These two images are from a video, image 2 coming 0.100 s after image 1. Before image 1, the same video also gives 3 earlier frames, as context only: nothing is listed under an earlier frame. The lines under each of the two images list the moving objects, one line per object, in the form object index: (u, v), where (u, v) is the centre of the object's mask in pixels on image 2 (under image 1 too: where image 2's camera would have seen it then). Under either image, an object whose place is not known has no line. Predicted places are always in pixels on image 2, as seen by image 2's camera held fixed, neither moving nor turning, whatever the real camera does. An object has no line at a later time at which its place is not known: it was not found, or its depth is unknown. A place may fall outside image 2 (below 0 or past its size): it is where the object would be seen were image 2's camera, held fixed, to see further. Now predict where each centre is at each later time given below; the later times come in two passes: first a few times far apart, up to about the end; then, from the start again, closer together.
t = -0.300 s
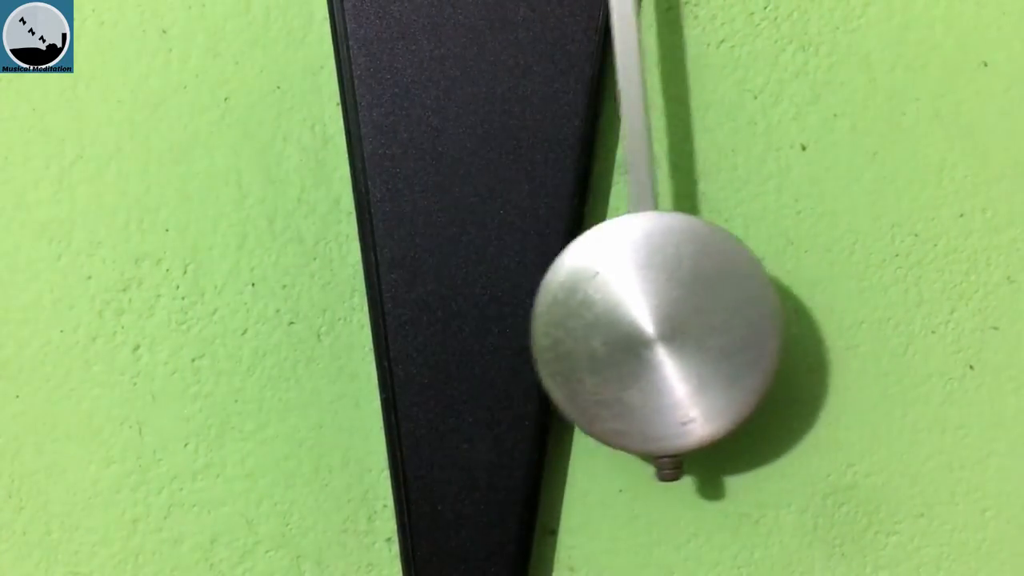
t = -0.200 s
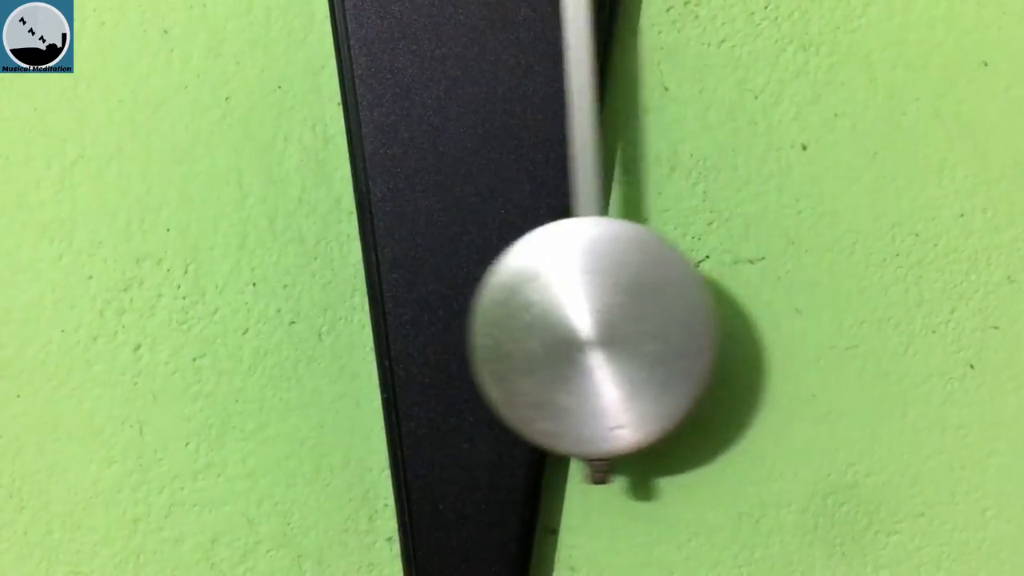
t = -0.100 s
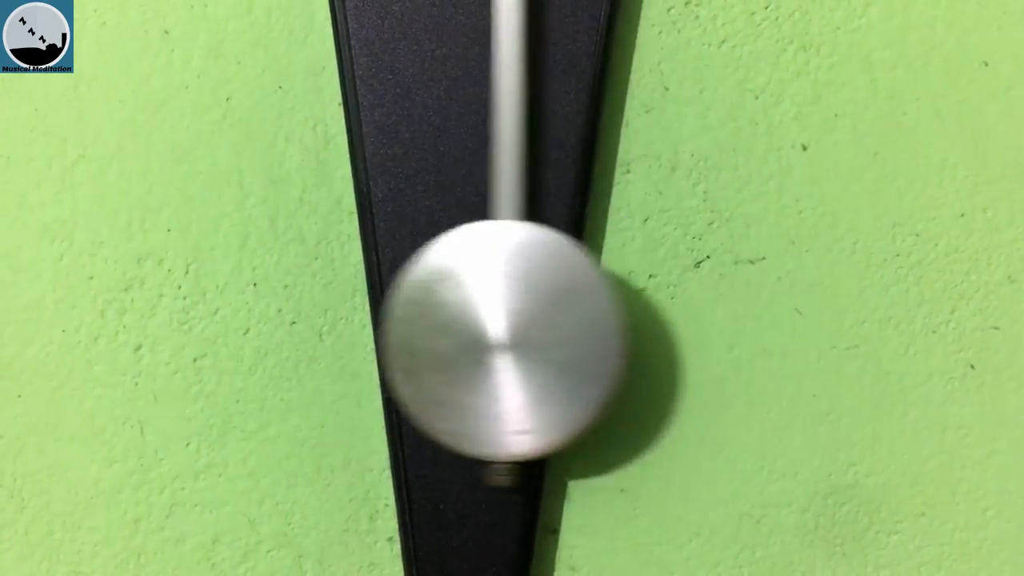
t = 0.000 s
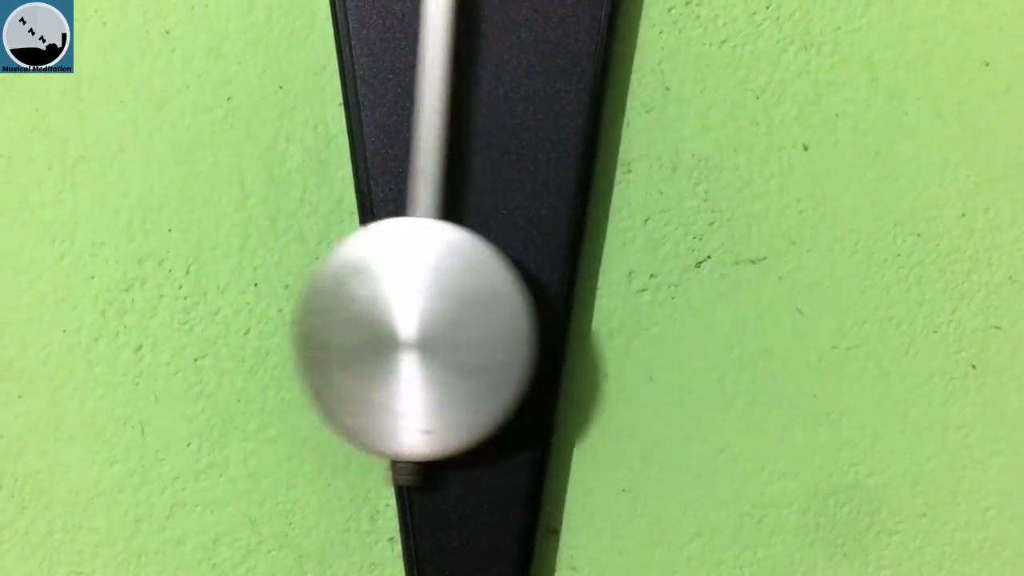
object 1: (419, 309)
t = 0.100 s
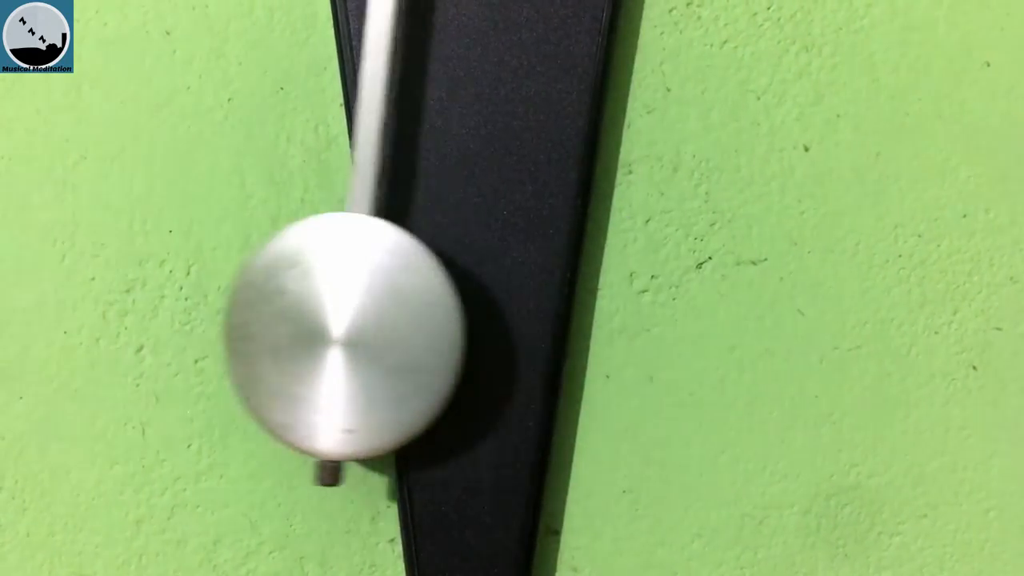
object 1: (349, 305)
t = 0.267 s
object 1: (323, 314)
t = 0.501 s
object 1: (494, 314)
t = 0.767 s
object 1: (665, 310)
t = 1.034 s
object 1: (540, 311)
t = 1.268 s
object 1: (353, 314)
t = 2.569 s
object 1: (324, 315)
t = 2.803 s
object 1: (449, 314)
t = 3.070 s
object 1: (646, 312)
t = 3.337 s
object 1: (580, 312)
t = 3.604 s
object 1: (365, 313)
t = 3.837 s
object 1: (346, 313)
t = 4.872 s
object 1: (333, 310)
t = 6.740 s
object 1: (640, 312)
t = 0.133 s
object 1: (332, 309)
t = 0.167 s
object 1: (320, 312)
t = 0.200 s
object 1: (315, 312)
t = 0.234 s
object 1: (316, 313)
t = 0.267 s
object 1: (323, 314)
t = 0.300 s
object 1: (336, 314)
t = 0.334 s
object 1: (354, 316)
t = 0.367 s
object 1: (377, 315)
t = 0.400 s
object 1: (404, 316)
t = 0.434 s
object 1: (433, 316)
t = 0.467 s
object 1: (463, 315)
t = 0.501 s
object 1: (494, 314)
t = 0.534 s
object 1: (524, 314)
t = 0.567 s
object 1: (555, 314)
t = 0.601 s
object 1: (582, 313)
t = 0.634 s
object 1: (607, 311)
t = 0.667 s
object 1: (629, 312)
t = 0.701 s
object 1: (646, 312)
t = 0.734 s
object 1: (659, 311)
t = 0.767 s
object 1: (665, 310)
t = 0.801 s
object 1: (666, 309)
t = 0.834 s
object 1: (662, 309)
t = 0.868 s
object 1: (652, 309)
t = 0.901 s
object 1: (637, 310)
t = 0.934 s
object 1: (617, 310)
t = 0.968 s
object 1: (595, 310)
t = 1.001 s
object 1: (568, 311)
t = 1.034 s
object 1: (540, 311)
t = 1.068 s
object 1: (511, 314)
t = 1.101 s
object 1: (483, 312)
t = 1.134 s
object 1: (454, 312)
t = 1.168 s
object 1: (425, 313)
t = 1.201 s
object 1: (398, 311)
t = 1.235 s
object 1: (374, 313)
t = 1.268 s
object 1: (353, 314)
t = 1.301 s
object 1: (337, 315)
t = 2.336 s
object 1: (436, 314)
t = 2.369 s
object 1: (409, 313)
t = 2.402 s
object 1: (385, 312)
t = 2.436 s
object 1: (364, 313)
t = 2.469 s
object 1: (346, 314)
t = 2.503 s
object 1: (334, 314)
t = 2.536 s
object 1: (326, 315)
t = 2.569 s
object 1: (324, 315)
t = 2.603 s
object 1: (328, 315)
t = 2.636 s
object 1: (338, 315)
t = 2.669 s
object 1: (352, 315)
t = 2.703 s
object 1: (371, 315)
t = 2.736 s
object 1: (395, 315)
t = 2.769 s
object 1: (420, 316)
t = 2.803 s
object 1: (449, 314)
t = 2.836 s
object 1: (477, 317)
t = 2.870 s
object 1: (505, 317)
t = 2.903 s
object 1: (535, 315)
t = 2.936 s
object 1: (563, 315)
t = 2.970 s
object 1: (589, 314)
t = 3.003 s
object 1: (612, 313)
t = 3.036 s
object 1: (631, 313)
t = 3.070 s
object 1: (646, 312)
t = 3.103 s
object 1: (656, 312)
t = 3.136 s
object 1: (660, 311)
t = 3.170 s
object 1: (659, 310)
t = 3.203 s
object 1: (652, 311)
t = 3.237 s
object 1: (641, 311)
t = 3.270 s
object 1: (624, 311)
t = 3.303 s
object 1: (604, 312)
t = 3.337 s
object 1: (580, 312)
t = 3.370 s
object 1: (554, 312)
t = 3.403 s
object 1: (526, 313)
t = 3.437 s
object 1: (498, 314)
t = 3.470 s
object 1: (470, 313)
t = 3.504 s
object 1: (441, 312)
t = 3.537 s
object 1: (414, 312)
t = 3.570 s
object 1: (388, 313)
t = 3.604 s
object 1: (365, 313)
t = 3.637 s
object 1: (346, 313)
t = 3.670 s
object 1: (332, 313)
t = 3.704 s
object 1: (323, 313)
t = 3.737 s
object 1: (320, 313)
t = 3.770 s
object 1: (323, 313)
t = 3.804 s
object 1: (332, 313)
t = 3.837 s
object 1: (346, 313)
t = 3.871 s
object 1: (364, 313)
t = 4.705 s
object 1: (426, 309)
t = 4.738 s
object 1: (400, 308)
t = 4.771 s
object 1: (377, 309)
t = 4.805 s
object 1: (358, 309)
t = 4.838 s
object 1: (343, 310)
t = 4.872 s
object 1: (333, 310)
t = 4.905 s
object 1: (328, 310)
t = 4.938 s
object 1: (328, 311)
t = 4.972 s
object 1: (334, 311)
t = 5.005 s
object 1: (345, 312)
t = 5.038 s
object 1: (361, 313)
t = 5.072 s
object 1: (381, 312)
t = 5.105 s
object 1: (405, 313)
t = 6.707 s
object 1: (648, 312)
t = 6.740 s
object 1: (640, 312)
